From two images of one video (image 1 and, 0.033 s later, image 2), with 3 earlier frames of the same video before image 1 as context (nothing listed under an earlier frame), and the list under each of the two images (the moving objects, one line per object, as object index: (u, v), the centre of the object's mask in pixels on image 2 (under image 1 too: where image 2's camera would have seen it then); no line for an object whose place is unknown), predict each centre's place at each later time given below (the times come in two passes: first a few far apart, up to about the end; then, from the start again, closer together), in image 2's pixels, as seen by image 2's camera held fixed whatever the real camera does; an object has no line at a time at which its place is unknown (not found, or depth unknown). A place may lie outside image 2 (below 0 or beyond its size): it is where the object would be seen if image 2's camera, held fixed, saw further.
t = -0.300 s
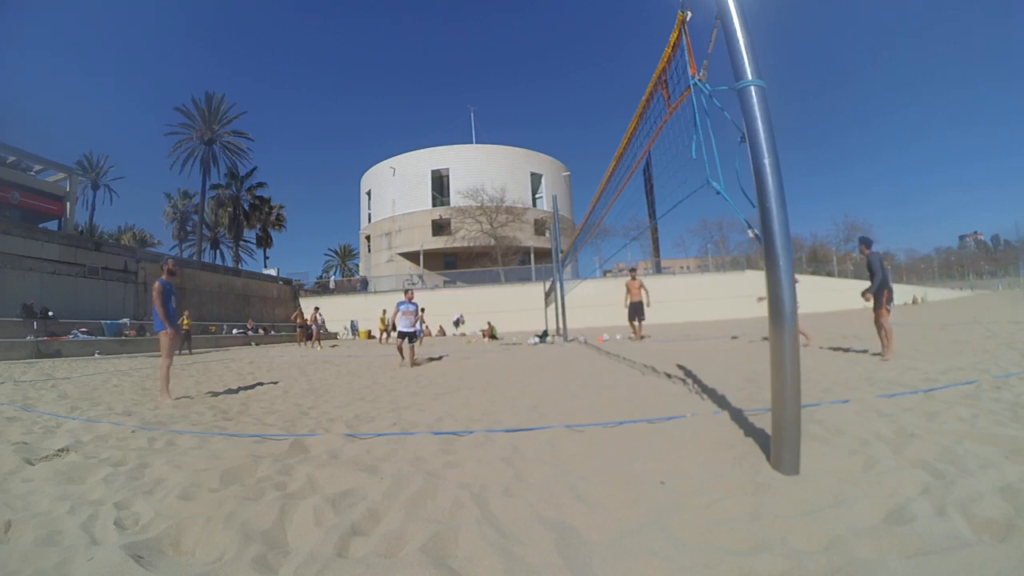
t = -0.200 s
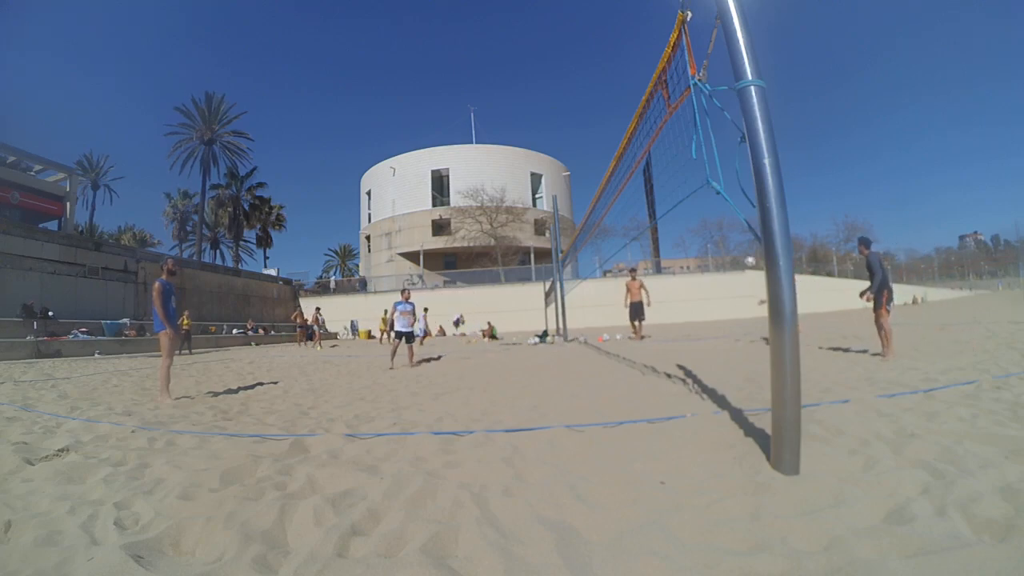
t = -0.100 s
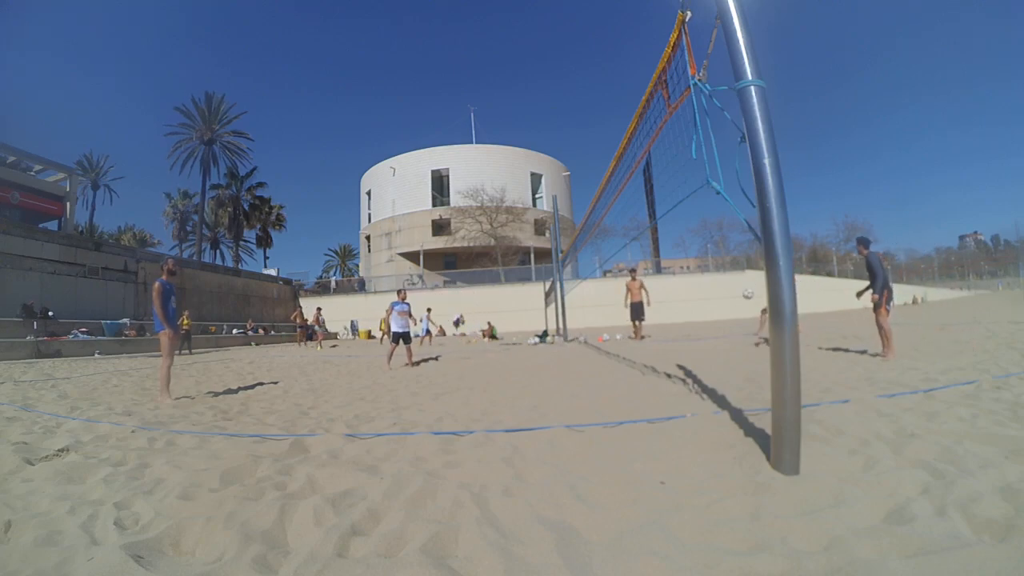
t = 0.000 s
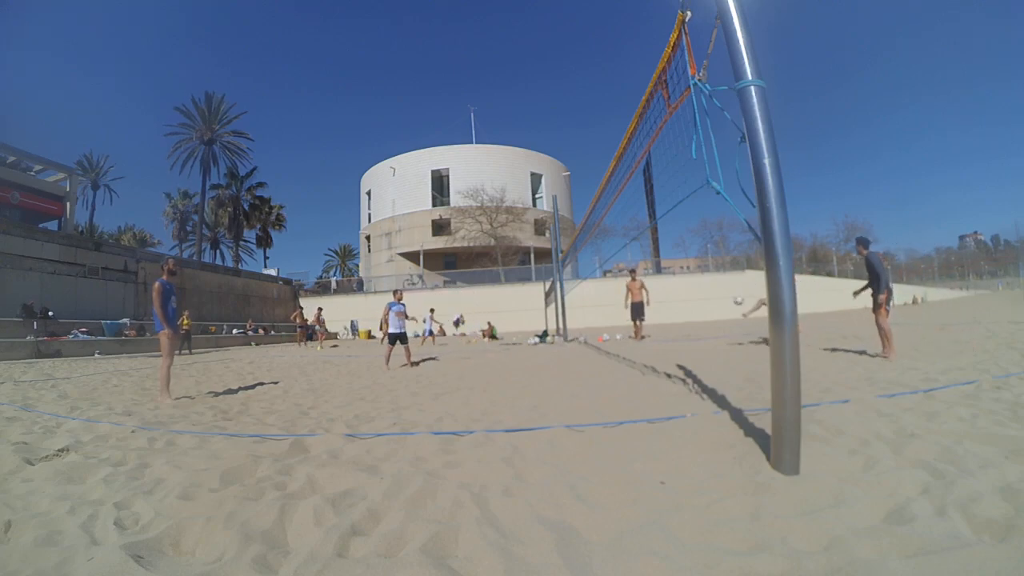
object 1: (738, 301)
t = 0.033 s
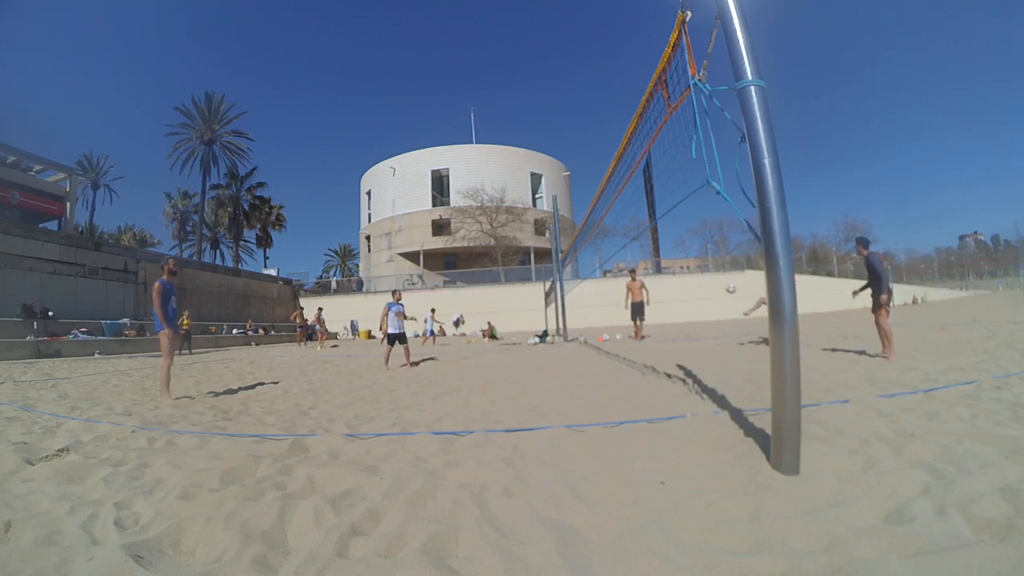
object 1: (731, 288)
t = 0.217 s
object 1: (685, 226)
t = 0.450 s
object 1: (619, 167)
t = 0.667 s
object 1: (540, 134)
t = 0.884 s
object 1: (452, 131)
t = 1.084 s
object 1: (357, 163)
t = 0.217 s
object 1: (685, 226)
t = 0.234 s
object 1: (681, 221)
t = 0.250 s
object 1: (676, 216)
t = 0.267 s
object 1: (672, 211)
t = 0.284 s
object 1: (666, 206)
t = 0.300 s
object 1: (662, 201)
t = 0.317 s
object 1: (657, 198)
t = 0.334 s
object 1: (652, 193)
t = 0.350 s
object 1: (648, 189)
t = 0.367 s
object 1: (642, 185)
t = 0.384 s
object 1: (637, 180)
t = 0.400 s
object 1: (634, 178)
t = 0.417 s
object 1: (625, 172)
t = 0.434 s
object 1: (621, 169)
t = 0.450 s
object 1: (619, 167)
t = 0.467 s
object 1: (608, 161)
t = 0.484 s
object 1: (605, 159)
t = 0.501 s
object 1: (599, 156)
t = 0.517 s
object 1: (594, 154)
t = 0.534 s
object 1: (588, 151)
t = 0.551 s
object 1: (582, 148)
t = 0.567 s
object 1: (577, 146)
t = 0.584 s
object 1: (571, 143)
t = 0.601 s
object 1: (565, 141)
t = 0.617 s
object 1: (559, 139)
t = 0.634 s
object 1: (552, 138)
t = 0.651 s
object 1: (546, 136)
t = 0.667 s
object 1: (540, 134)
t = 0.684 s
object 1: (534, 133)
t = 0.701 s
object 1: (528, 132)
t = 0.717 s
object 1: (521, 131)
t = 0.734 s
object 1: (514, 130)
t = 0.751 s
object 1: (508, 129)
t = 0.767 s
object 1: (501, 129)
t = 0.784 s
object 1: (494, 129)
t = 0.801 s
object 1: (487, 129)
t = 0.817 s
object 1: (480, 129)
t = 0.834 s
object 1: (474, 129)
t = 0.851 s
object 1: (466, 129)
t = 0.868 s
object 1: (459, 131)
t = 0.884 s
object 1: (452, 131)
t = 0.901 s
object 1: (445, 132)
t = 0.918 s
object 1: (437, 134)
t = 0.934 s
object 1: (430, 136)
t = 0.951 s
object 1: (423, 137)
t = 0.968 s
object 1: (414, 140)
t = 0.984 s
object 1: (407, 142)
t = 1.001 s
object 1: (399, 145)
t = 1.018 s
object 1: (391, 148)
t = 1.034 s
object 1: (382, 151)
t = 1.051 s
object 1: (374, 154)
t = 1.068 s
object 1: (366, 159)
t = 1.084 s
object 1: (357, 163)
